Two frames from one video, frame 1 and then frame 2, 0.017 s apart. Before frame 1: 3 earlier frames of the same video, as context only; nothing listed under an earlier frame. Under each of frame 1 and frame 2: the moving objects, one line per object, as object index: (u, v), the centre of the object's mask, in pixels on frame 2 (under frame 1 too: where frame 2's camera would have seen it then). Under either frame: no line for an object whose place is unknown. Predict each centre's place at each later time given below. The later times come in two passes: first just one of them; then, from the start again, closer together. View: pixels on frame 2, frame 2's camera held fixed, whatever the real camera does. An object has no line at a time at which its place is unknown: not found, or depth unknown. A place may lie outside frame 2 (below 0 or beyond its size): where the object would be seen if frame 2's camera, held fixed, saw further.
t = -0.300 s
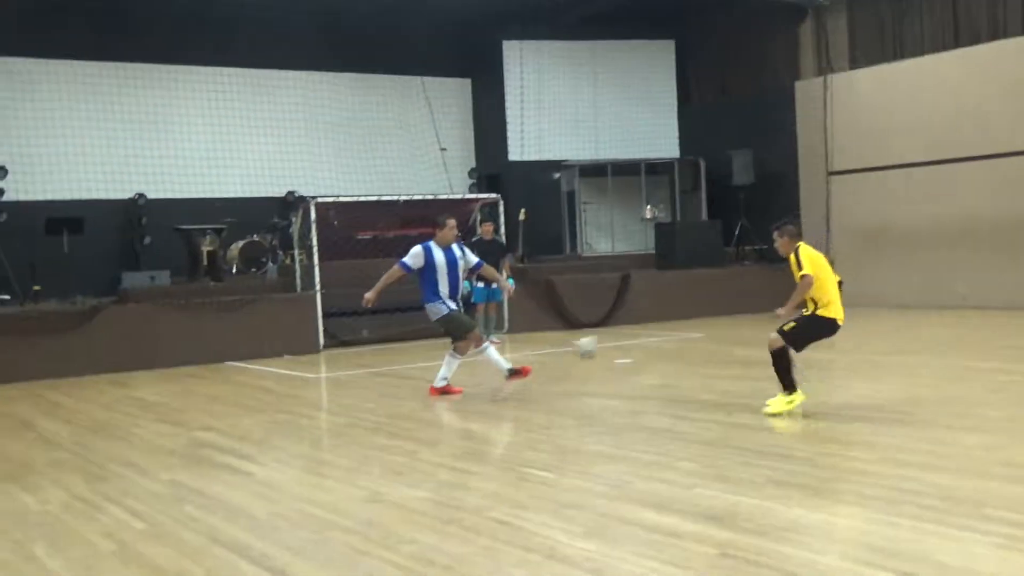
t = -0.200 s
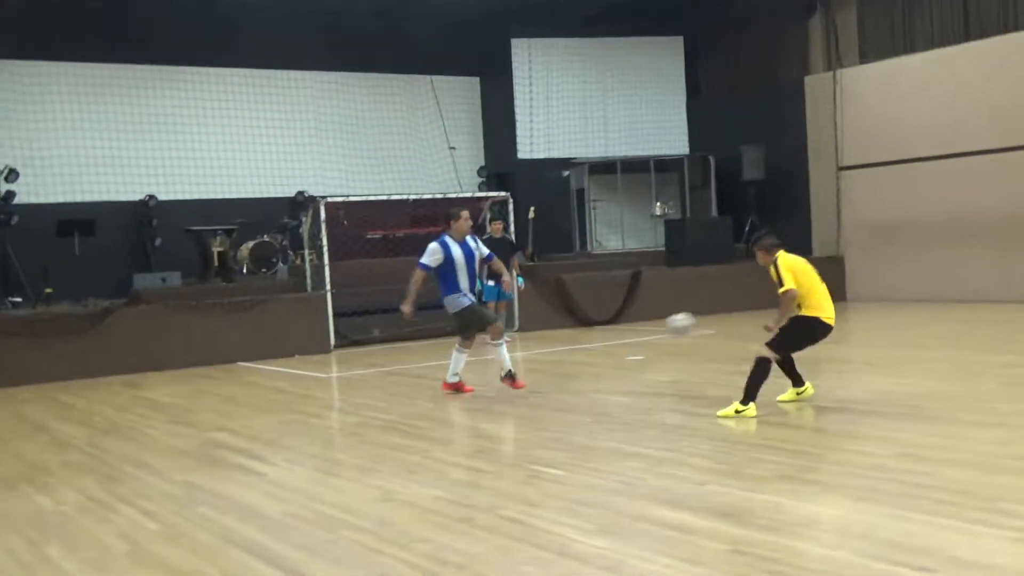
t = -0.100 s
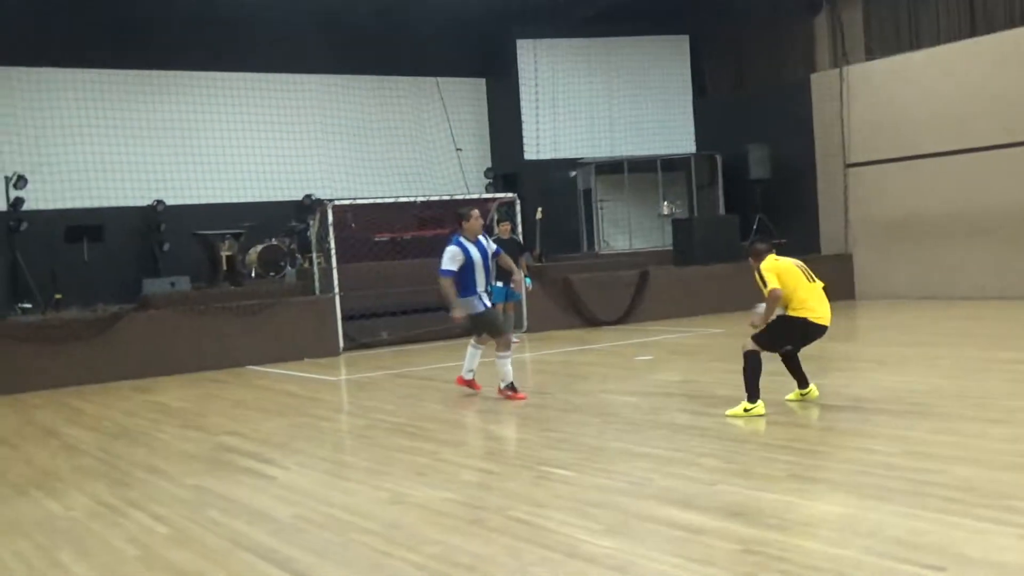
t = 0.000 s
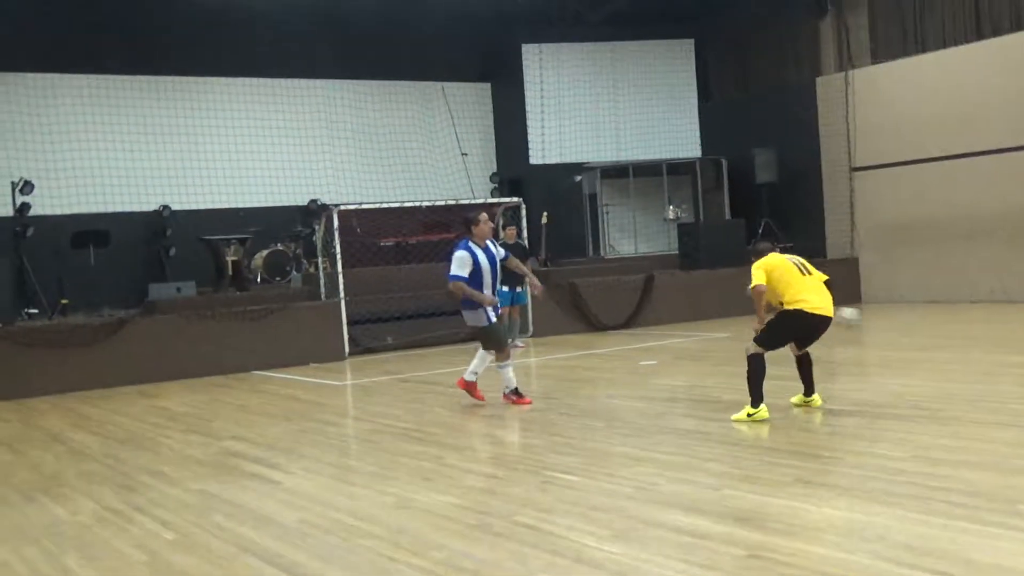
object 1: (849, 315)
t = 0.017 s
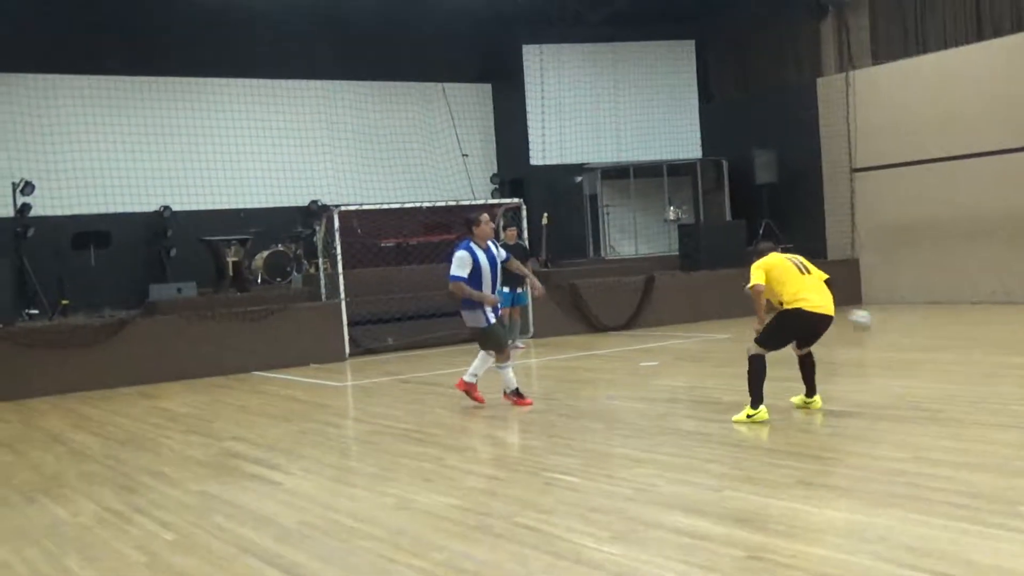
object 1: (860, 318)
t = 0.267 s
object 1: (1014, 330)
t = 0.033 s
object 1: (872, 320)
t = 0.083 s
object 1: (910, 328)
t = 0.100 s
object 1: (921, 331)
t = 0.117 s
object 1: (934, 334)
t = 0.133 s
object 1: (944, 337)
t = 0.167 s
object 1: (968, 345)
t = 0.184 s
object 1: (978, 344)
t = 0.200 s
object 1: (985, 340)
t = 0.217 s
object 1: (992, 338)
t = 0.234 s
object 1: (1000, 335)
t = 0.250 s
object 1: (1007, 333)
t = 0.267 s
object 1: (1014, 330)
